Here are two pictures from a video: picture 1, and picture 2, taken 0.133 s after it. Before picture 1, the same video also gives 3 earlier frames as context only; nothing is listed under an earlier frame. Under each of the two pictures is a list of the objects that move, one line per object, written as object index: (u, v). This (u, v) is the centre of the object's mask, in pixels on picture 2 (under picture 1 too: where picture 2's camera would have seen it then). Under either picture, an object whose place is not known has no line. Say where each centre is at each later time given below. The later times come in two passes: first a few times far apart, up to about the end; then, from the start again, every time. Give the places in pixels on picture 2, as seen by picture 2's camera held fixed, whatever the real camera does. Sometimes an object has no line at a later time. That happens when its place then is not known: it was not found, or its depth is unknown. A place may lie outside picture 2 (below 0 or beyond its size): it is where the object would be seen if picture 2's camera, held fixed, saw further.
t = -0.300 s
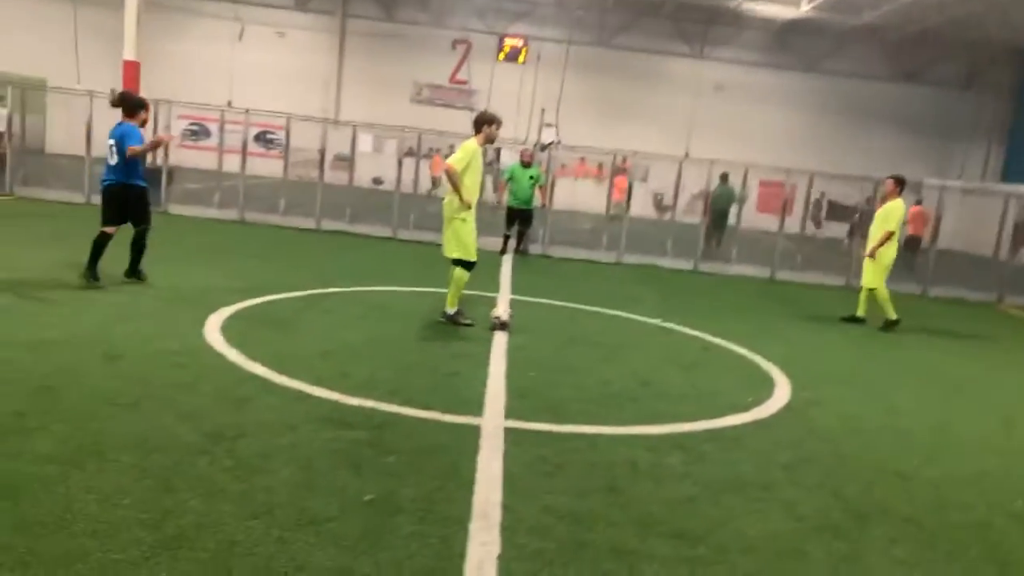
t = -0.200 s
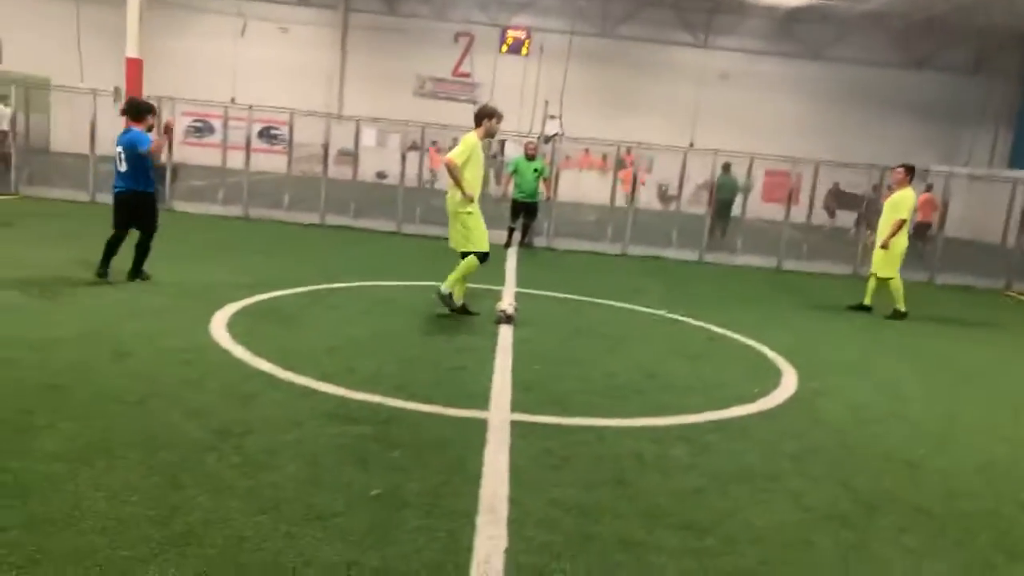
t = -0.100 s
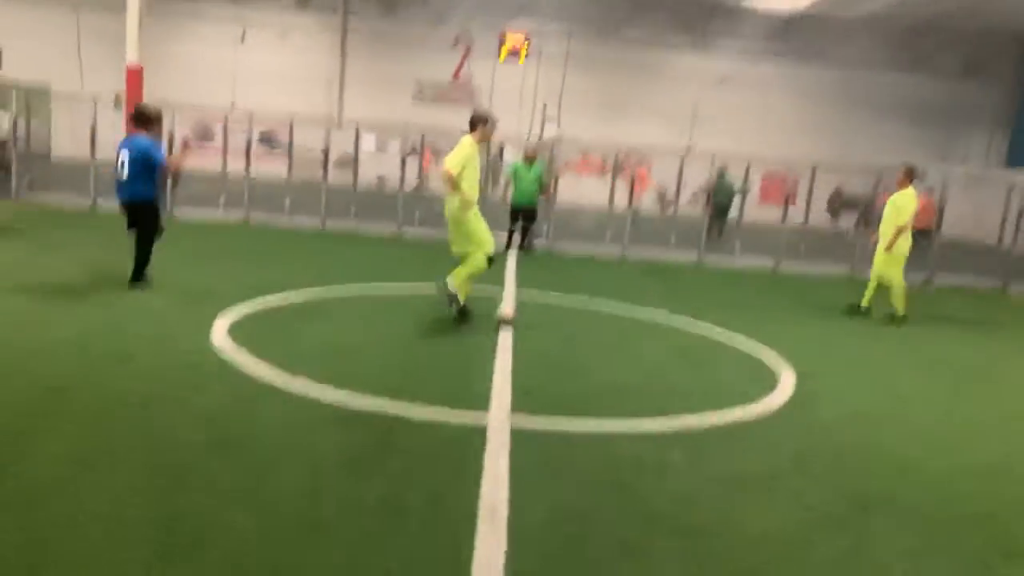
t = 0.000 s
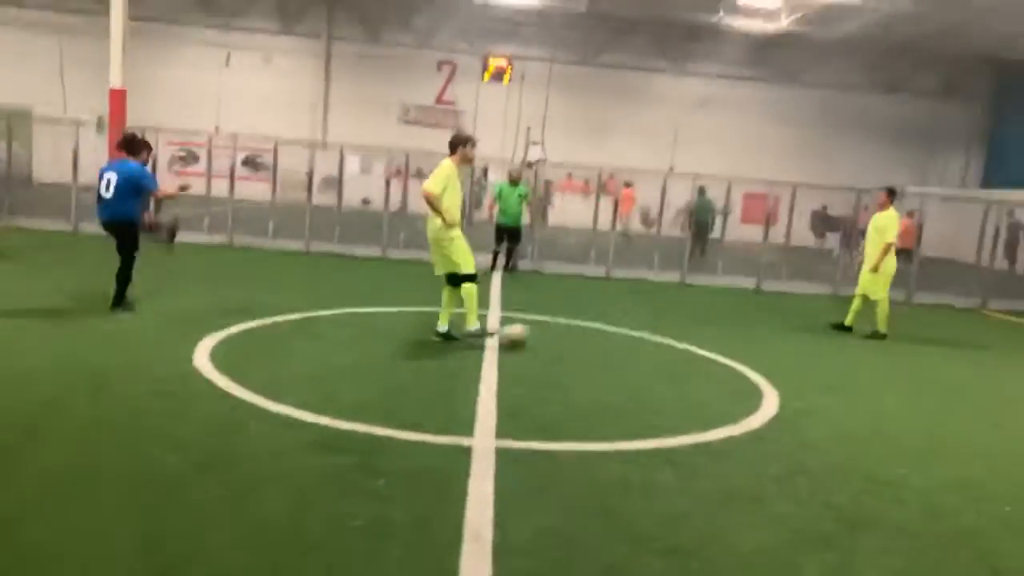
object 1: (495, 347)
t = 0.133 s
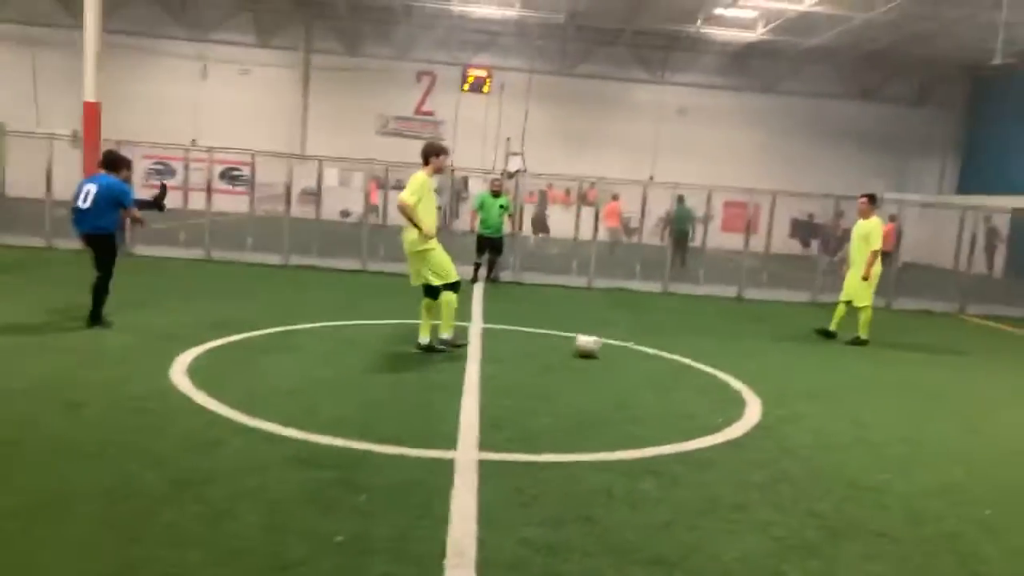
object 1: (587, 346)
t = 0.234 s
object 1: (643, 346)
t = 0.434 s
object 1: (730, 344)
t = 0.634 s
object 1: (797, 342)
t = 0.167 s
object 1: (606, 346)
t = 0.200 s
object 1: (625, 346)
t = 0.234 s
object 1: (643, 346)
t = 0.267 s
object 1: (659, 344)
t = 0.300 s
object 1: (675, 344)
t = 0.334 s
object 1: (689, 343)
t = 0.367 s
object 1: (703, 343)
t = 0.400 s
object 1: (718, 344)
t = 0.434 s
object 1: (730, 344)
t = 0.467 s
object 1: (742, 343)
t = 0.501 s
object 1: (754, 343)
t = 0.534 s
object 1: (766, 342)
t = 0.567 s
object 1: (777, 343)
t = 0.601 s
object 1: (786, 342)
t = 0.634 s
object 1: (797, 342)
